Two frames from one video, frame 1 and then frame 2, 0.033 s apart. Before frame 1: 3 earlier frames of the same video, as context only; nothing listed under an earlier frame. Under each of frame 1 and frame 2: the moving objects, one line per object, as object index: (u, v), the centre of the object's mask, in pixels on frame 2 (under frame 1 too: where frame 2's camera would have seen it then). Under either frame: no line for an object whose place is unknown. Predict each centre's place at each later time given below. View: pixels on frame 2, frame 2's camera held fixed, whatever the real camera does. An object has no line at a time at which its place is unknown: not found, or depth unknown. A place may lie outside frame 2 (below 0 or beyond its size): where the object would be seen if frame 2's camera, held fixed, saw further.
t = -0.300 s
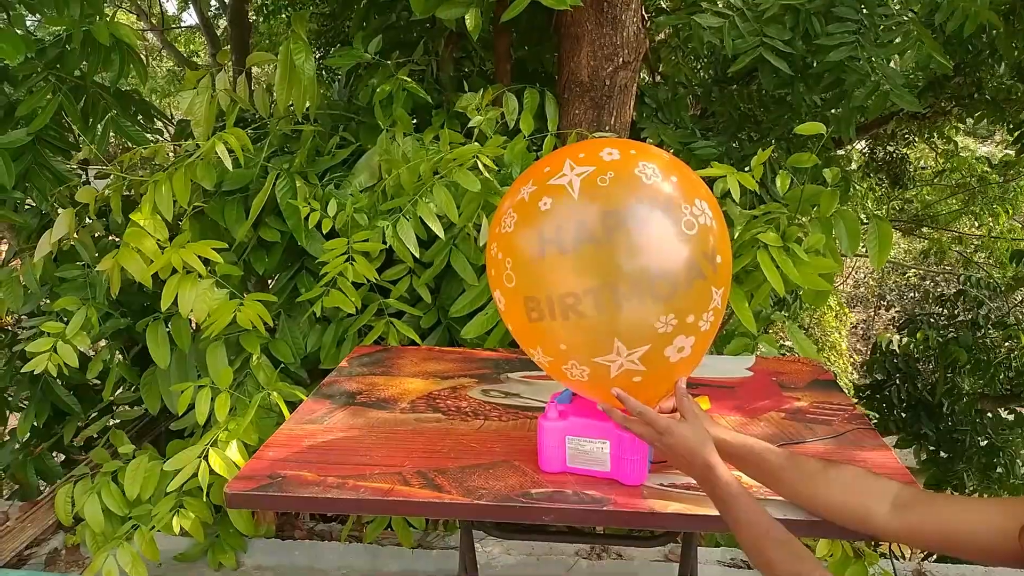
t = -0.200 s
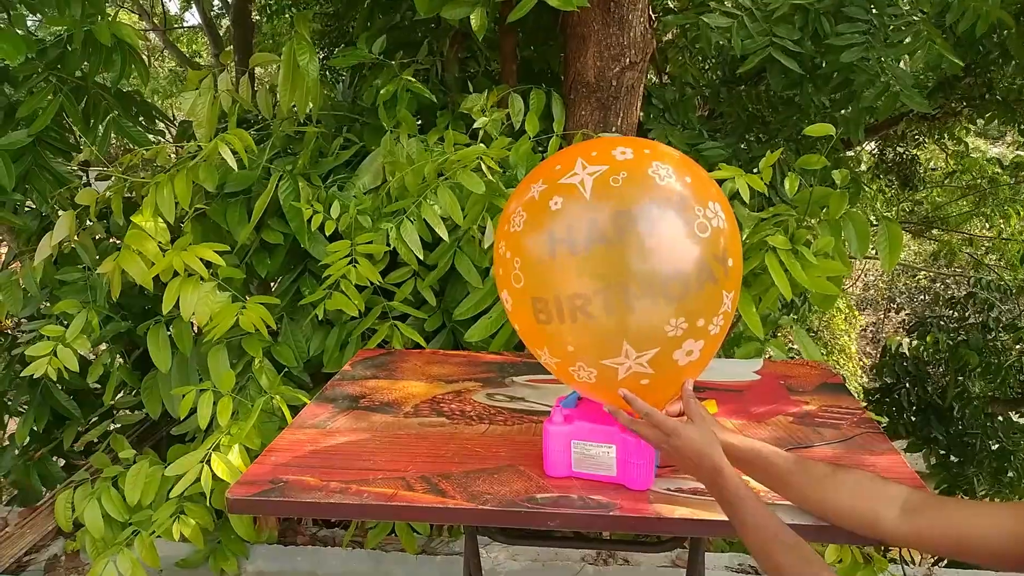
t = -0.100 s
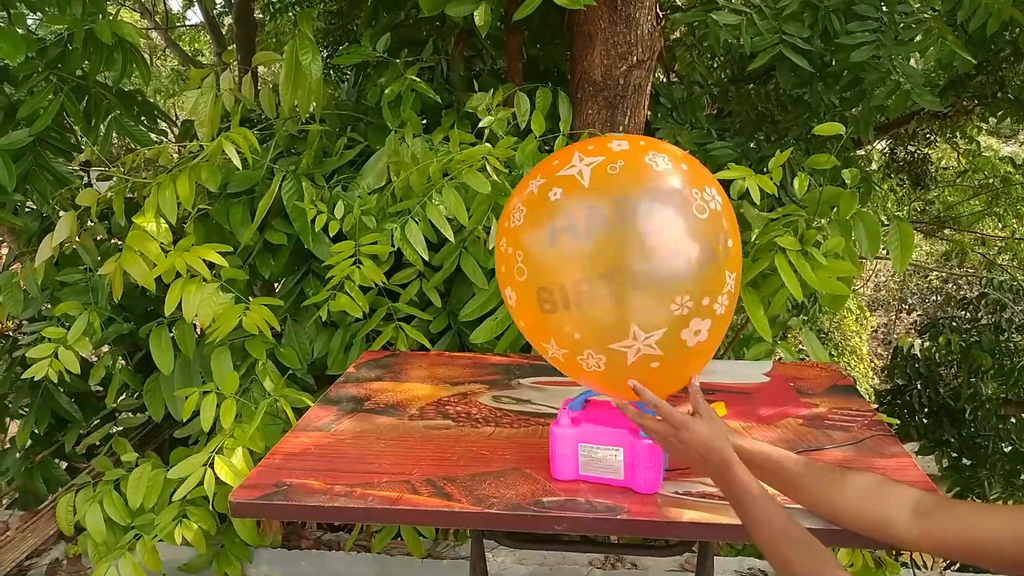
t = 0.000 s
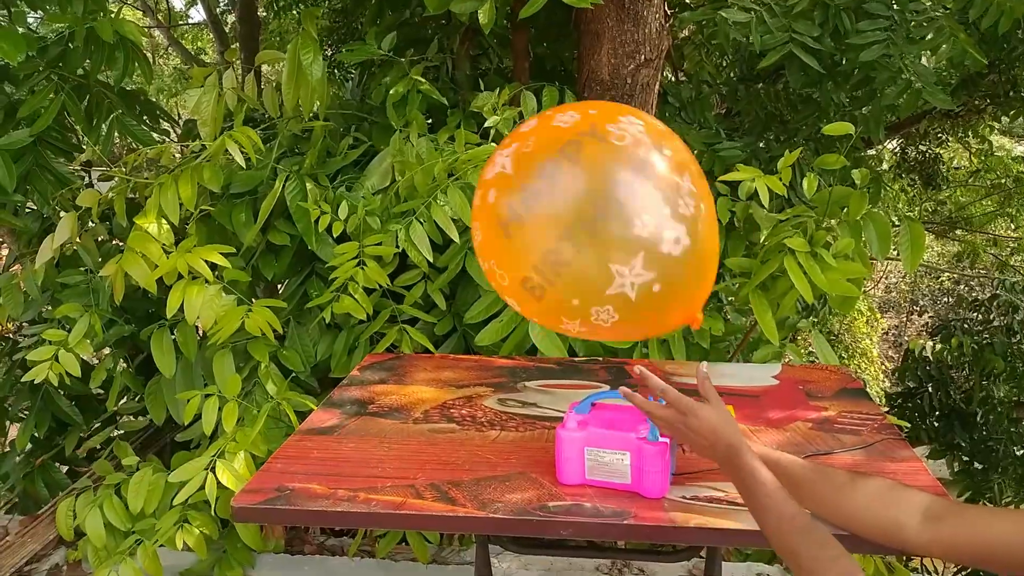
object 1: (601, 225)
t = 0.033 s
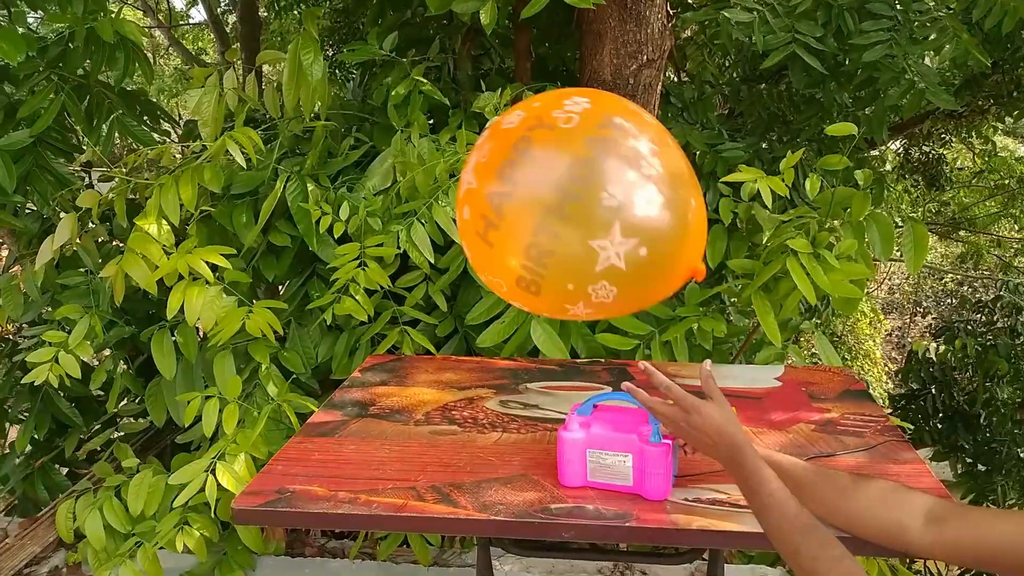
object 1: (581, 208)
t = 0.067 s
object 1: (556, 191)
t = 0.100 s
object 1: (526, 177)
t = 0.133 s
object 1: (493, 169)
